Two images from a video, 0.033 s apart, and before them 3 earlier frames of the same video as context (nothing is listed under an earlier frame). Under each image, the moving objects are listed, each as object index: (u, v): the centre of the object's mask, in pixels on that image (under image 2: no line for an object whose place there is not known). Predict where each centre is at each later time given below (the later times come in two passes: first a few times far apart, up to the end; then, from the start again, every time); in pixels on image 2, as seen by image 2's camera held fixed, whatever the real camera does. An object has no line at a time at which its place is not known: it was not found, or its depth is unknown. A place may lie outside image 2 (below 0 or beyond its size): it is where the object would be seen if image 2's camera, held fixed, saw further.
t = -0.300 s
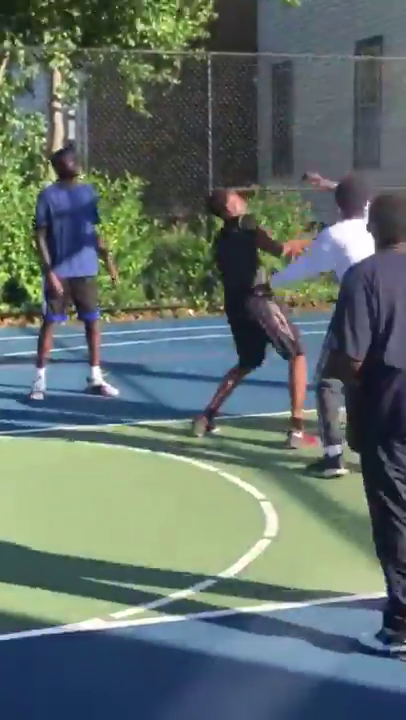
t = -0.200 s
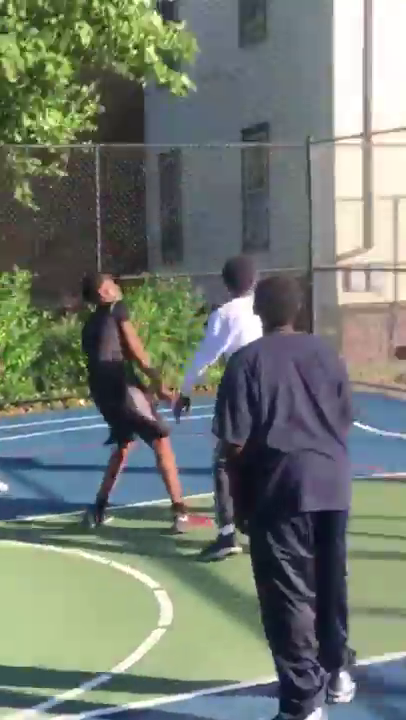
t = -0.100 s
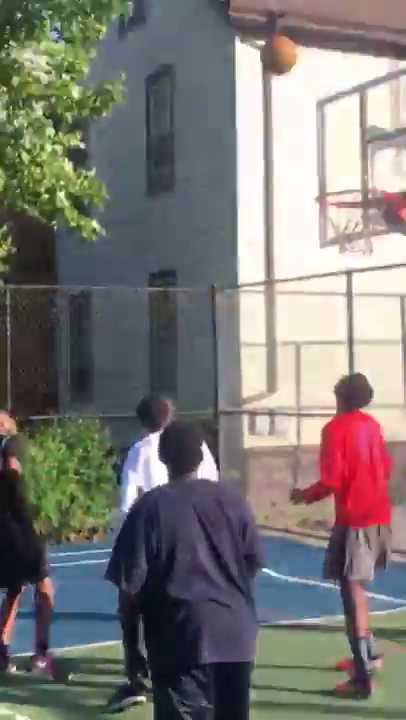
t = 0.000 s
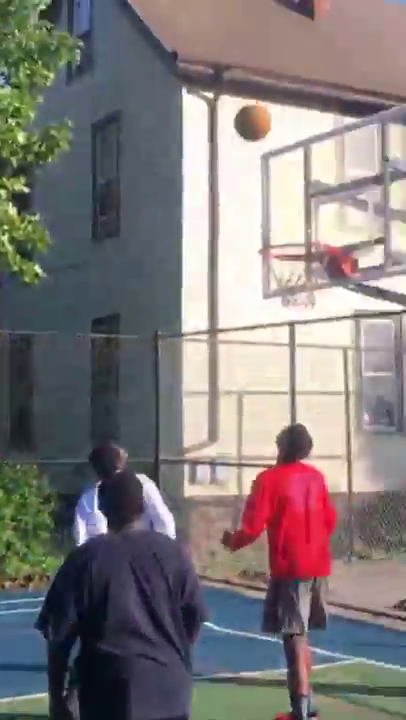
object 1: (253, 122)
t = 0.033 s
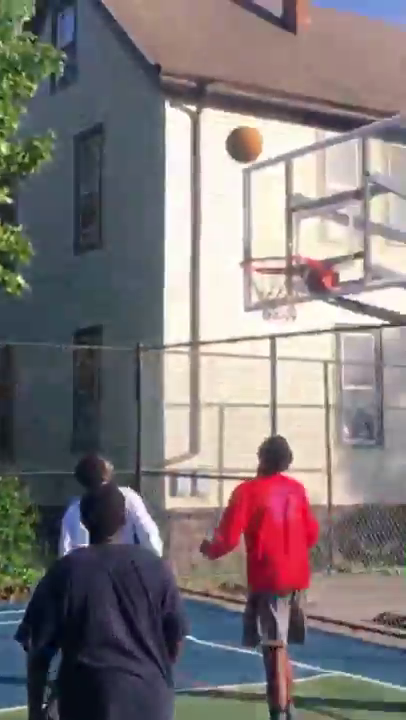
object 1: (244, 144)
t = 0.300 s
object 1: (308, 236)
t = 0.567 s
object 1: (297, 148)
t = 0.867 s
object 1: (286, 173)
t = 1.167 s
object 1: (268, 277)
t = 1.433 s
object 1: (272, 299)
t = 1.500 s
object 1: (276, 306)
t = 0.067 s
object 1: (252, 153)
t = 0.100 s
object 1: (262, 165)
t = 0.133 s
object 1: (270, 178)
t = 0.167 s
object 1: (281, 193)
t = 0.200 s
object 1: (290, 208)
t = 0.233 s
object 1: (299, 226)
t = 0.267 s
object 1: (308, 243)
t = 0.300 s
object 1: (308, 236)
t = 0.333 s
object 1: (306, 219)
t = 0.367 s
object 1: (305, 204)
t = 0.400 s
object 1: (304, 192)
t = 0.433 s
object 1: (303, 179)
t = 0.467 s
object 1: (301, 170)
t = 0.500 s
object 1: (299, 161)
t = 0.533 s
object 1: (298, 154)
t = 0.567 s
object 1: (297, 148)
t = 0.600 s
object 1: (295, 145)
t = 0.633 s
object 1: (295, 142)
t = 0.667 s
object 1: (293, 142)
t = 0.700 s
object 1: (293, 143)
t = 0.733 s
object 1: (292, 145)
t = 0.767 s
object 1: (290, 150)
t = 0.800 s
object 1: (289, 156)
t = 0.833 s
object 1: (288, 164)
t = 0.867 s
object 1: (286, 173)
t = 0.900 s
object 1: (286, 184)
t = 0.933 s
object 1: (285, 197)
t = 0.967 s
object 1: (284, 210)
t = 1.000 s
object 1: (283, 227)
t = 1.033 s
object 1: (283, 245)
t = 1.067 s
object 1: (280, 255)
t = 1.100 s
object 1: (277, 260)
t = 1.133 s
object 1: (274, 268)
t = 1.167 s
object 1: (268, 277)
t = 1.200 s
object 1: (267, 282)
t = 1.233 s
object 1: (266, 283)
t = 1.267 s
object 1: (267, 286)
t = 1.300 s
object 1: (267, 288)
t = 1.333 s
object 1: (267, 291)
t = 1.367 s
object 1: (269, 294)
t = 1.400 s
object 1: (269, 297)
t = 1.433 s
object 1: (272, 299)
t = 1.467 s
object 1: (274, 303)
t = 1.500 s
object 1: (276, 306)
